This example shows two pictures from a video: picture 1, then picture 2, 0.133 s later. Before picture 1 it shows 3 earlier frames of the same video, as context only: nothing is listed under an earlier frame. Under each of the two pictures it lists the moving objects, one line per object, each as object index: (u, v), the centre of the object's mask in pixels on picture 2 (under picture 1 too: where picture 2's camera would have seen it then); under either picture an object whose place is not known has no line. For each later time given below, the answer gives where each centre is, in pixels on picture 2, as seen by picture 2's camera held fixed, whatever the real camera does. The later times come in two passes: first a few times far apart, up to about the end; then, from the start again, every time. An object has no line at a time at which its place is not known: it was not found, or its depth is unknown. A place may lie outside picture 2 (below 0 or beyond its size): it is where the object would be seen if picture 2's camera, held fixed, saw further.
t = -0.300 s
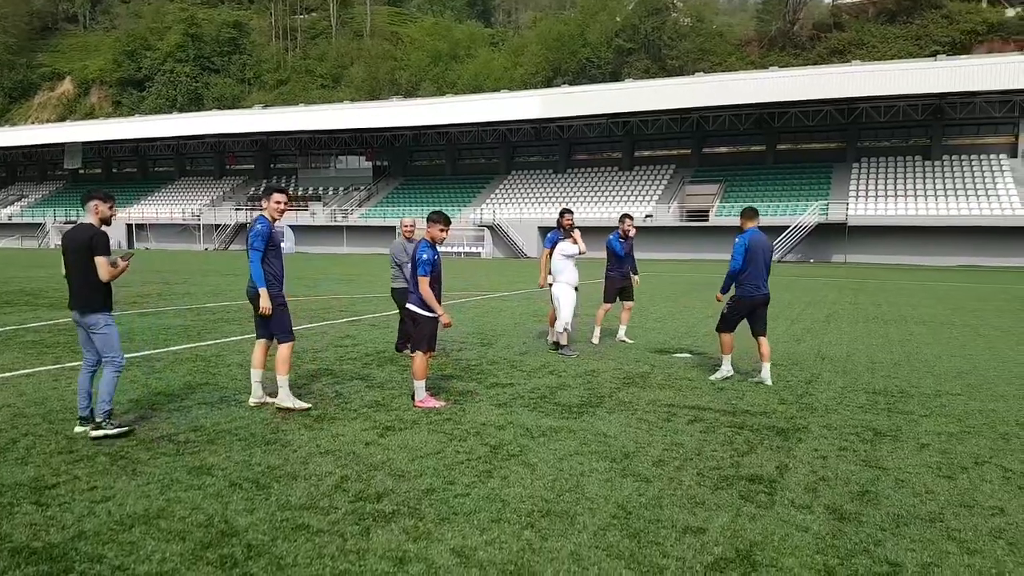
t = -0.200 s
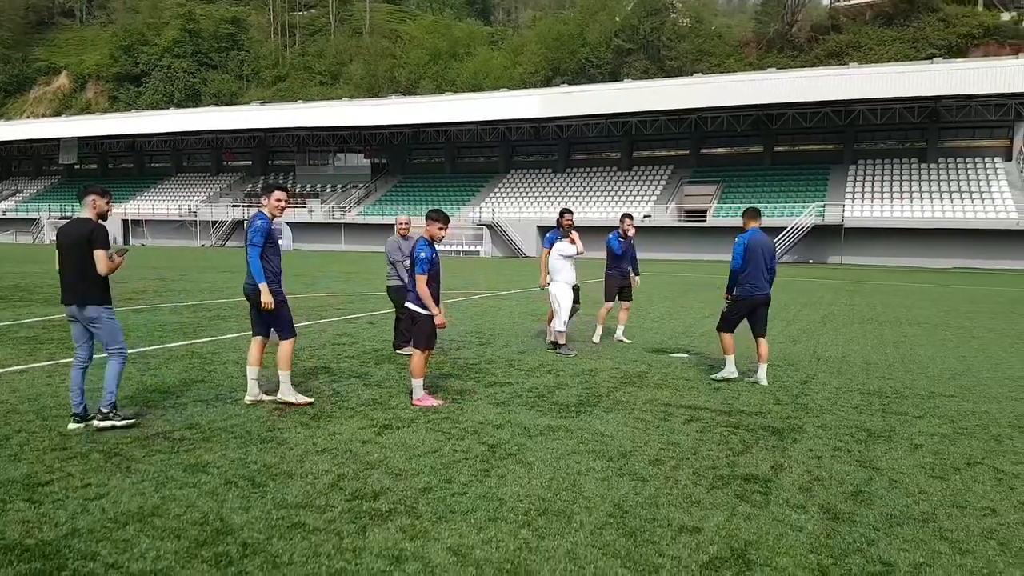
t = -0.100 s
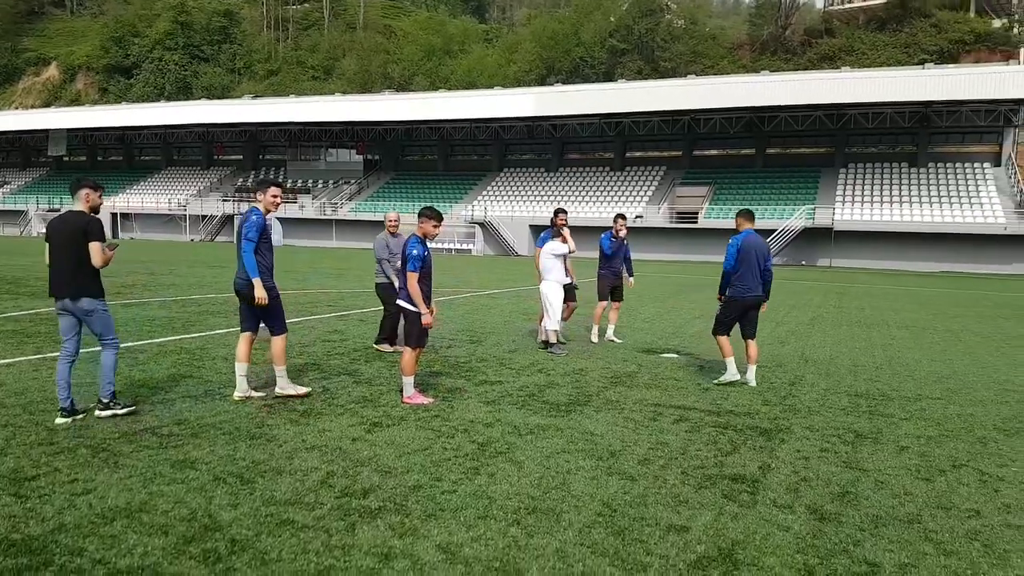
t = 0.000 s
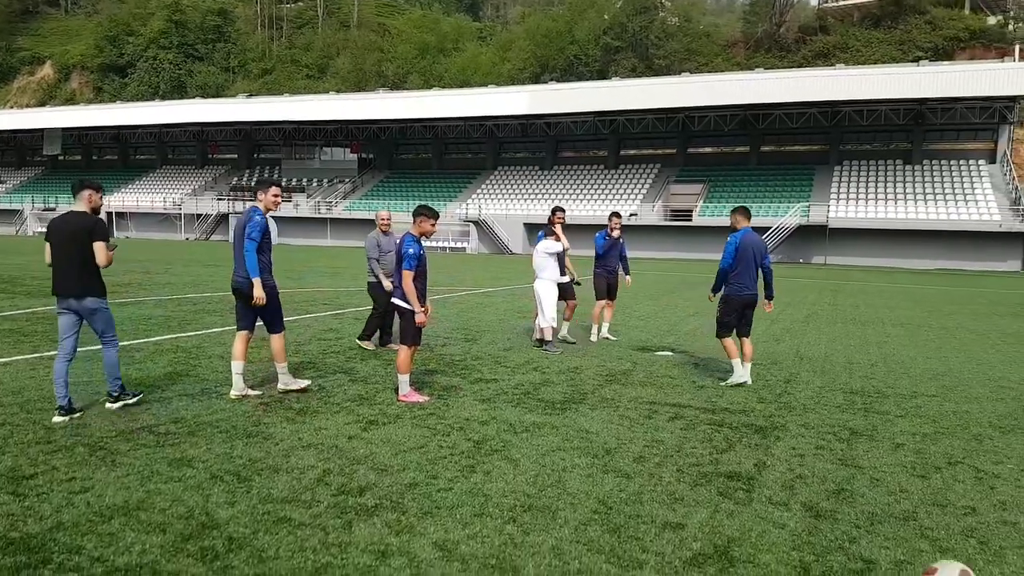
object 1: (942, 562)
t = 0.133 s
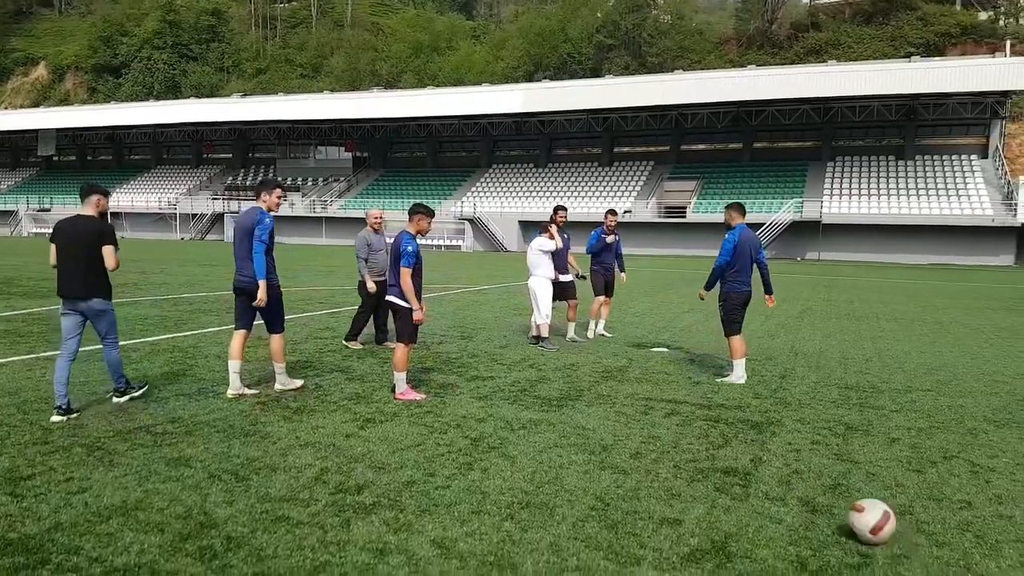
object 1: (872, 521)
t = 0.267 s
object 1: (816, 477)
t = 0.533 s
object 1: (751, 423)
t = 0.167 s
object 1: (856, 508)
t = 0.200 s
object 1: (840, 497)
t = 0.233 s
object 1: (828, 487)
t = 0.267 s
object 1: (816, 477)
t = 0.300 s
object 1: (805, 470)
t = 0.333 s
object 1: (796, 461)
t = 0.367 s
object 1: (786, 454)
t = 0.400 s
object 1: (778, 447)
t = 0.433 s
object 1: (770, 438)
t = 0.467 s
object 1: (763, 433)
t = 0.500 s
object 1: (757, 429)
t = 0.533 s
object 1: (751, 423)
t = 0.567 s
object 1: (745, 417)
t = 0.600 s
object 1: (739, 414)
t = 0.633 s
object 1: (735, 409)
